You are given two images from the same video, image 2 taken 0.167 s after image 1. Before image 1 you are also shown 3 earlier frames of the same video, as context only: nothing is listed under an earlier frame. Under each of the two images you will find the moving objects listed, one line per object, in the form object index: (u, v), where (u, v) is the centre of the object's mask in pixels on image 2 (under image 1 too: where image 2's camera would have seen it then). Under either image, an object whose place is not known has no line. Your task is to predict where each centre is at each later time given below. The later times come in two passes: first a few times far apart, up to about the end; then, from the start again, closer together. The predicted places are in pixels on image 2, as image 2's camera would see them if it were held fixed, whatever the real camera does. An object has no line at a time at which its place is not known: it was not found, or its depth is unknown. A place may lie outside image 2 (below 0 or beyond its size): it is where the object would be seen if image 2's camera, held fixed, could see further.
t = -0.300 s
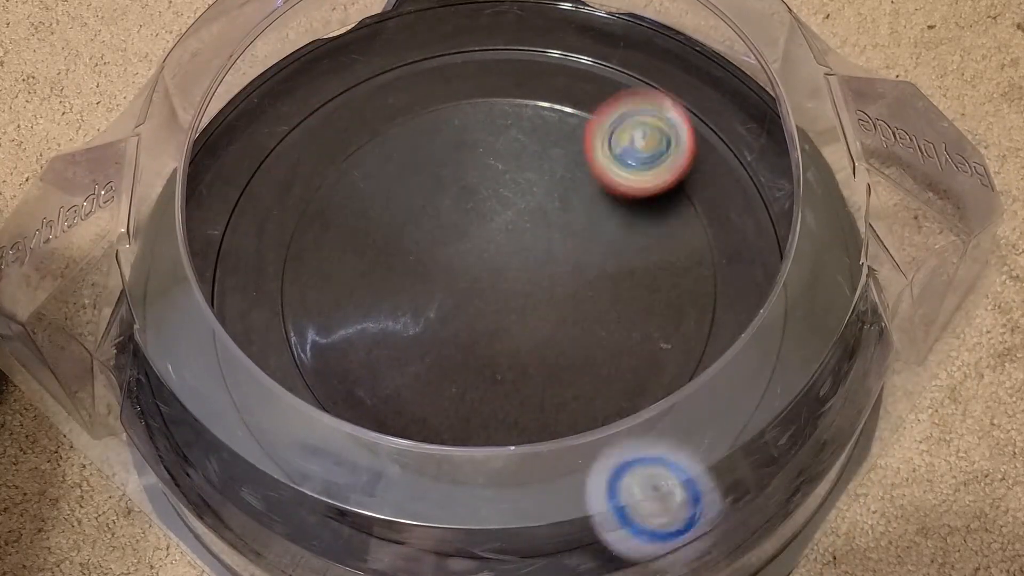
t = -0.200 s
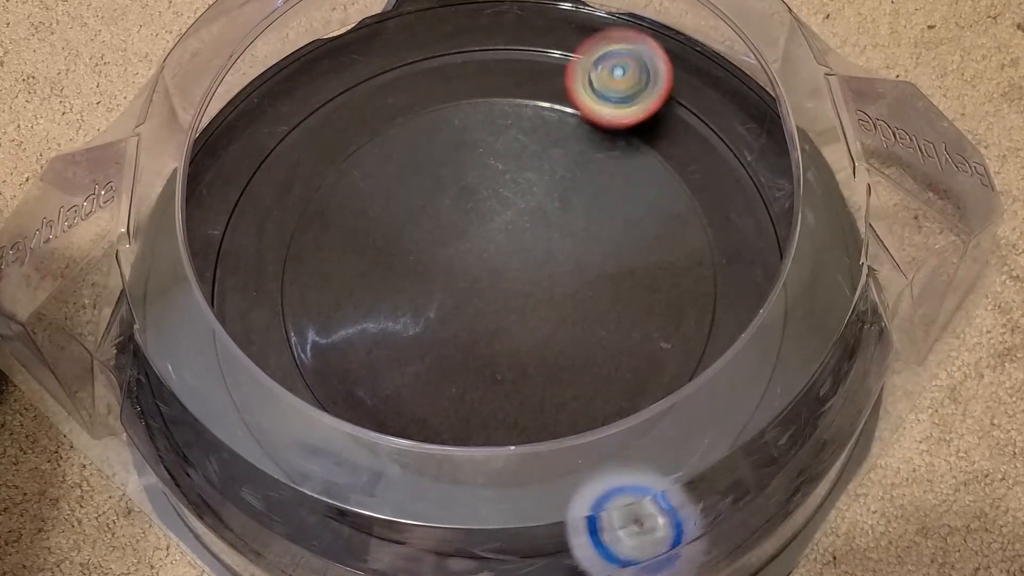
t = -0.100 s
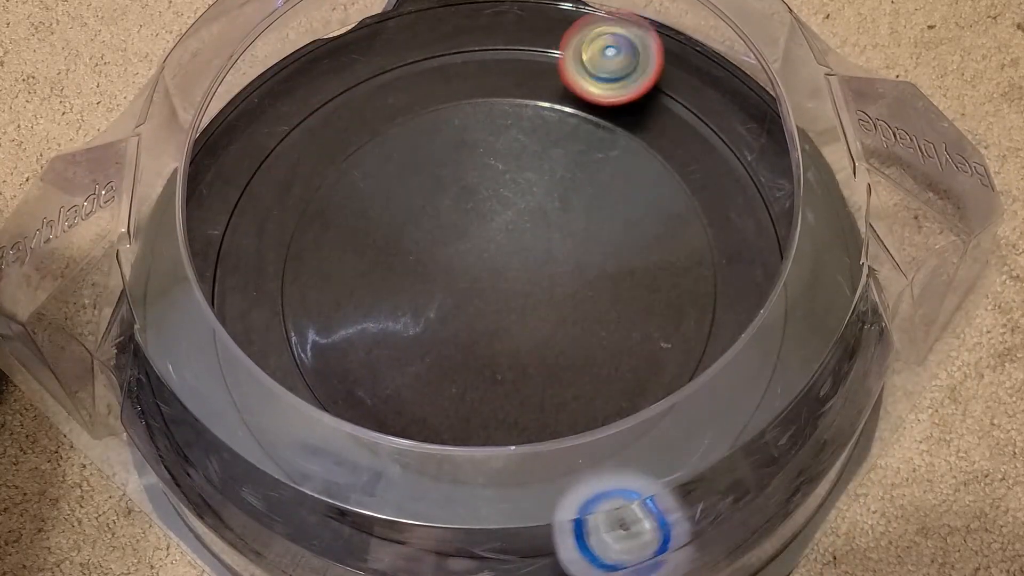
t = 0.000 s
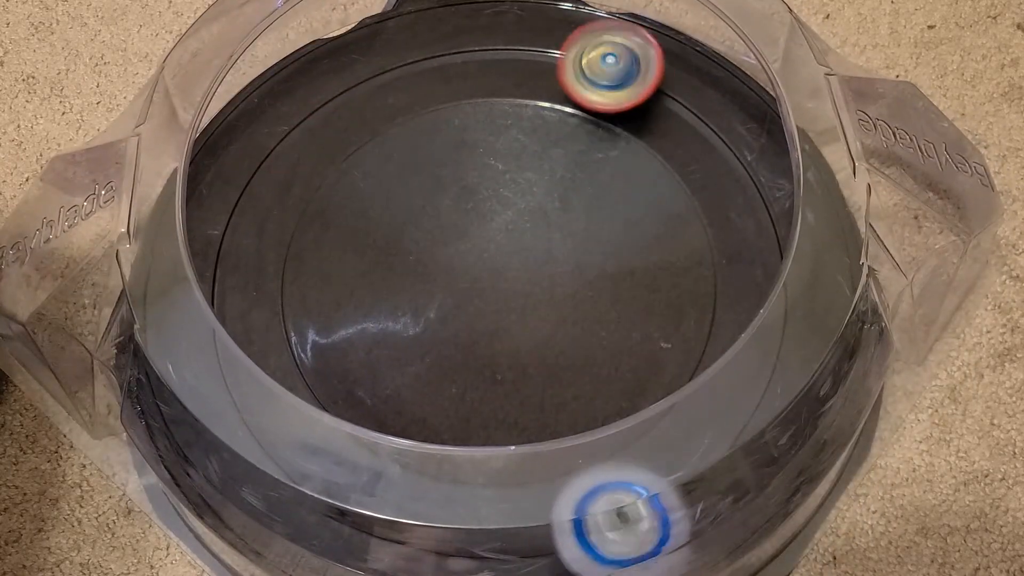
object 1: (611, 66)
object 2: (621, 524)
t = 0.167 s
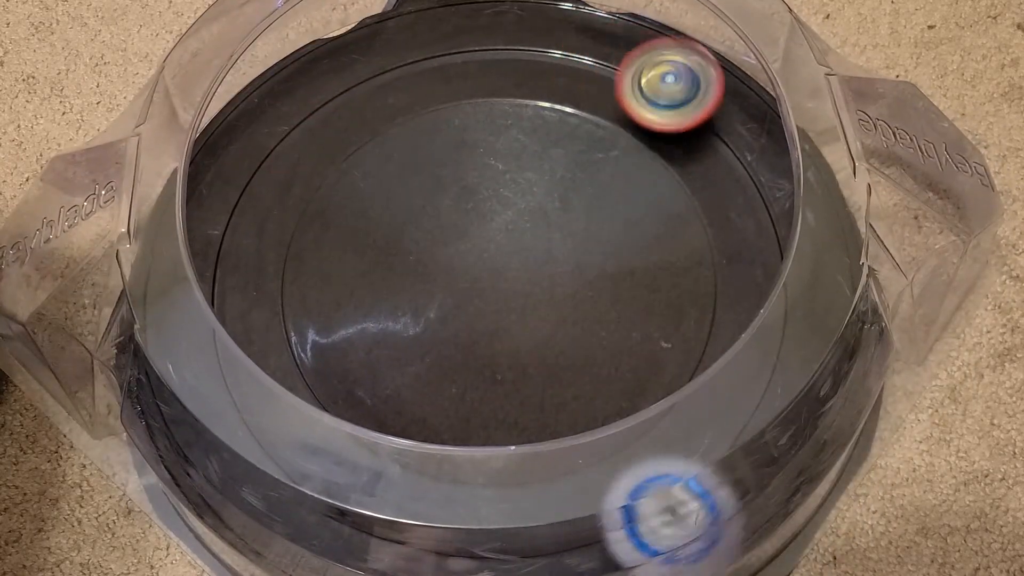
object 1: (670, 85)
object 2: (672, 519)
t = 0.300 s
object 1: (690, 108)
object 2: (717, 484)
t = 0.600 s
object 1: (733, 163)
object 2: (802, 356)
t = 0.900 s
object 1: (687, 101)
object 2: (745, 411)
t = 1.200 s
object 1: (503, 77)
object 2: (489, 520)
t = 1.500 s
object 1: (361, 304)
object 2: (326, 404)
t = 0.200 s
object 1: (670, 90)
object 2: (682, 514)
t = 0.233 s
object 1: (676, 96)
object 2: (692, 505)
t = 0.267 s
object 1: (684, 102)
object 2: (703, 493)
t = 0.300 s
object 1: (690, 108)
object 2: (717, 484)
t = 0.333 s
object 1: (697, 113)
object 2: (731, 475)
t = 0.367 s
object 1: (703, 119)
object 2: (747, 464)
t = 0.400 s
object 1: (707, 125)
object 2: (758, 452)
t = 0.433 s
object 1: (713, 131)
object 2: (767, 436)
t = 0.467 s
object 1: (719, 139)
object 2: (776, 422)
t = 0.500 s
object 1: (722, 144)
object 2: (789, 406)
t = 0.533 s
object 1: (728, 150)
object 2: (799, 391)
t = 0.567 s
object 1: (731, 157)
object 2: (803, 375)
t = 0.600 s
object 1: (733, 163)
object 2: (802, 356)
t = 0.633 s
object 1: (737, 169)
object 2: (797, 340)
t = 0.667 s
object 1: (738, 177)
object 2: (796, 320)
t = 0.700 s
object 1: (738, 184)
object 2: (793, 304)
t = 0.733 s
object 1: (738, 191)
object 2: (787, 292)
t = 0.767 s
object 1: (733, 184)
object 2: (785, 299)
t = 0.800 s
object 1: (722, 157)
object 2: (784, 327)
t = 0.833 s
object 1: (711, 136)
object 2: (775, 357)
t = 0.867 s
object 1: (700, 118)
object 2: (762, 384)
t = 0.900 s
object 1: (687, 101)
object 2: (745, 411)
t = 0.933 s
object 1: (671, 86)
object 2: (724, 437)
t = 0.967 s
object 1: (650, 73)
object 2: (701, 459)
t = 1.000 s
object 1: (624, 65)
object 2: (675, 477)
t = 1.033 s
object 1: (602, 60)
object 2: (644, 493)
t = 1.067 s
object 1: (580, 60)
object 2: (614, 507)
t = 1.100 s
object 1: (561, 60)
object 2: (580, 516)
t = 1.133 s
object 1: (540, 63)
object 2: (547, 519)
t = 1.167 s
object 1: (522, 69)
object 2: (516, 520)
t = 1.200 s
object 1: (503, 77)
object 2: (489, 520)
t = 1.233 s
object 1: (482, 89)
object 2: (465, 516)
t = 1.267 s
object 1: (457, 105)
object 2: (441, 511)
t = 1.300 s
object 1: (429, 123)
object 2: (419, 501)
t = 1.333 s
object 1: (404, 147)
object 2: (399, 489)
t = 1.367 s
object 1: (381, 175)
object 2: (381, 471)
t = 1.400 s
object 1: (366, 205)
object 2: (367, 453)
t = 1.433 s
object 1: (357, 239)
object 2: (351, 438)
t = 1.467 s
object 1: (355, 273)
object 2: (338, 420)
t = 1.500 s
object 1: (361, 304)
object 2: (326, 404)
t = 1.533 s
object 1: (401, 278)
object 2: (284, 448)
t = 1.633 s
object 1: (561, 91)
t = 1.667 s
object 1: (604, 51)
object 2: (370, 396)
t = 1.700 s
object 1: (636, 27)
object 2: (393, 385)
